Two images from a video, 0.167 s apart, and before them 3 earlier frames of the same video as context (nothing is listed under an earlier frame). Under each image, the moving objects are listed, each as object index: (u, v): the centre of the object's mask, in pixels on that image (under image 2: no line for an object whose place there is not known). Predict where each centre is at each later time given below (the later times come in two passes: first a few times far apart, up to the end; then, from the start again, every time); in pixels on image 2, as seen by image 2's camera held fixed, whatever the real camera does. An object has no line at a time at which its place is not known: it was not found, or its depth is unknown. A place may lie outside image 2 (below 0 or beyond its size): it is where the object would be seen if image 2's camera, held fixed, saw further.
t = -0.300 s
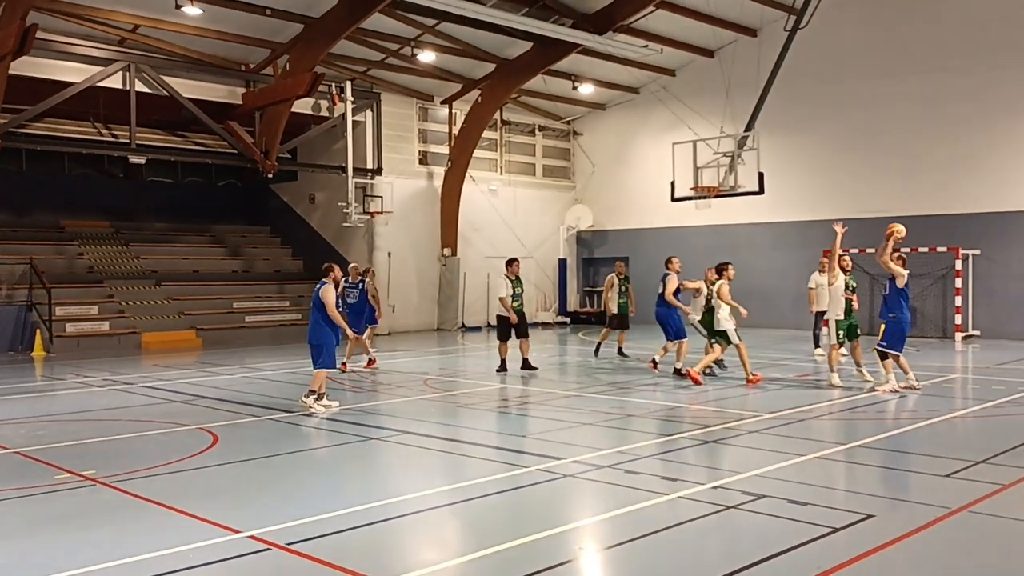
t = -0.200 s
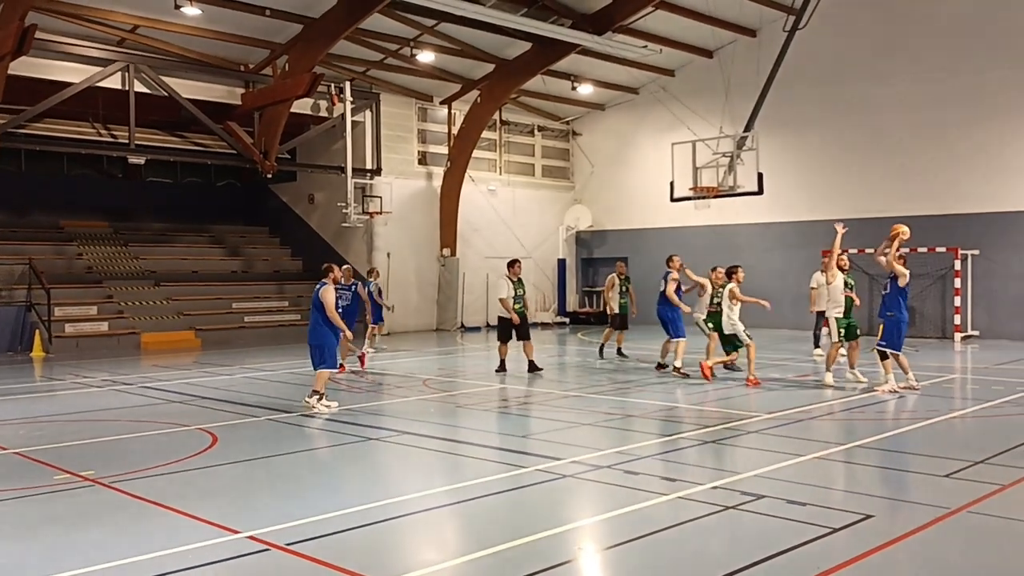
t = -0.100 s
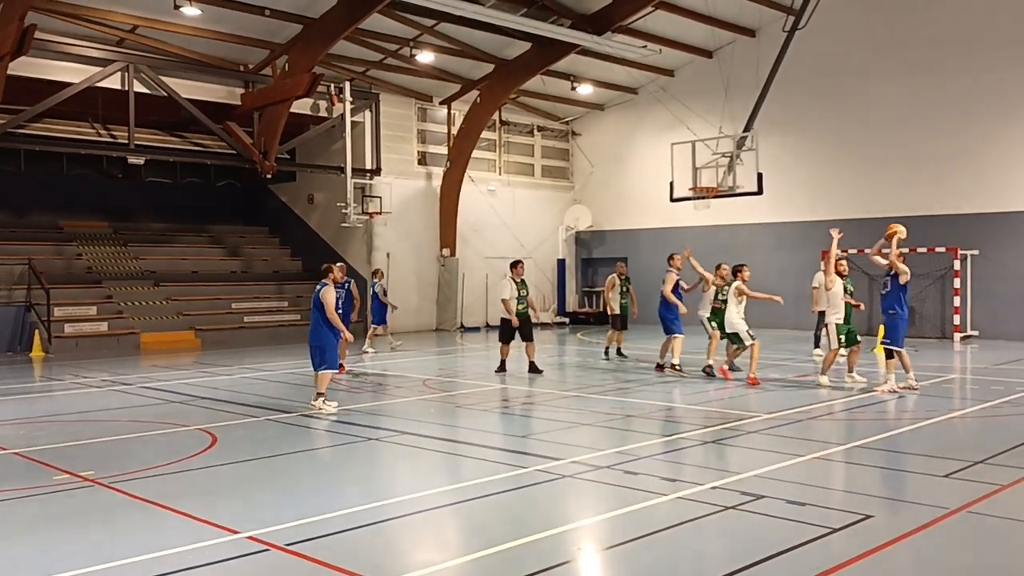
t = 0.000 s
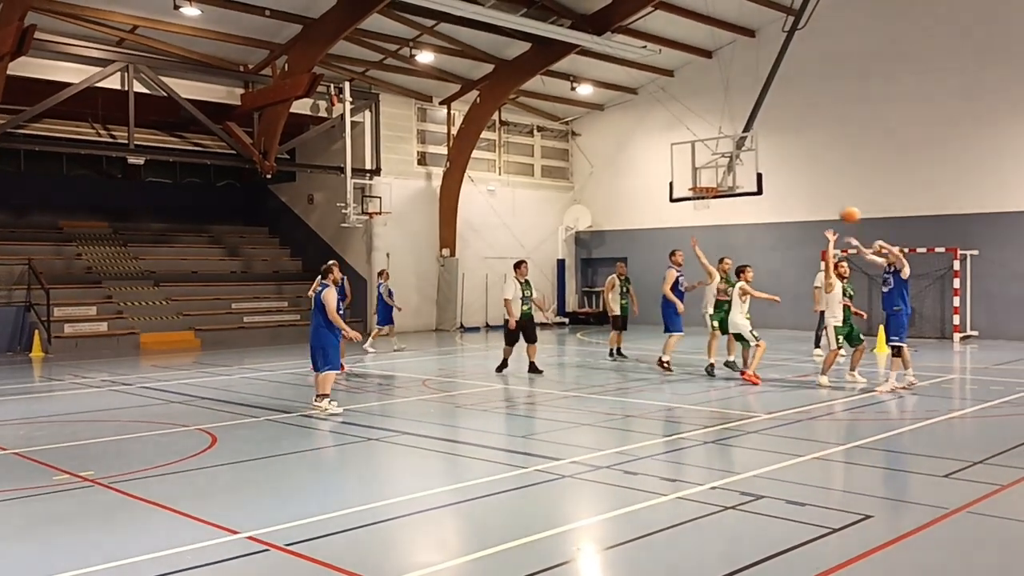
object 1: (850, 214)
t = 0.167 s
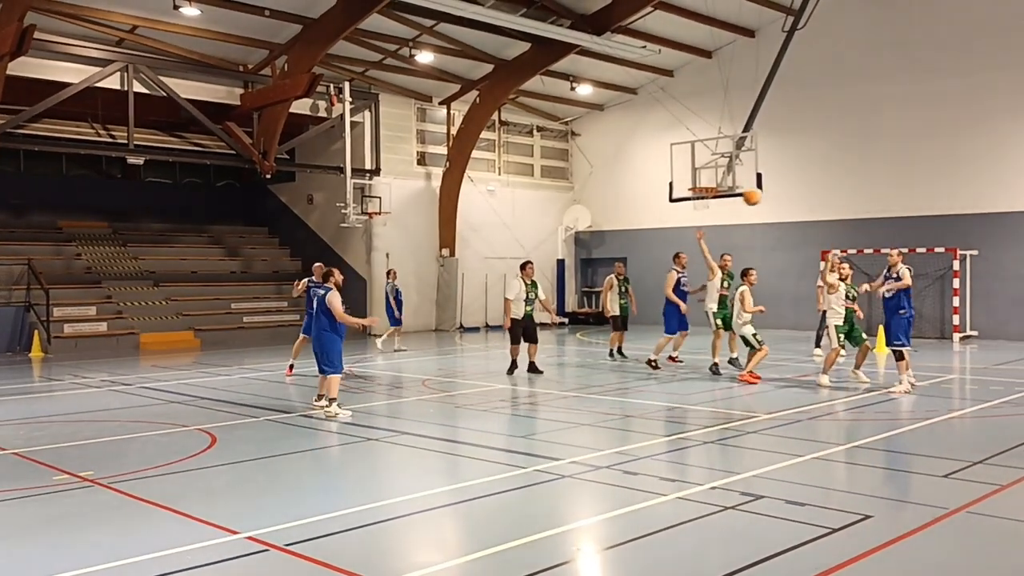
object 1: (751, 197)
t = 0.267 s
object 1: (694, 195)
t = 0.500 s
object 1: (555, 227)
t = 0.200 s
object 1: (733, 195)
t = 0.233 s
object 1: (713, 195)
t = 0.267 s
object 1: (694, 195)
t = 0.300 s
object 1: (673, 197)
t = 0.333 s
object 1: (654, 201)
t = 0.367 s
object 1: (634, 204)
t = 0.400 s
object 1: (615, 208)
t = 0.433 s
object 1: (595, 214)
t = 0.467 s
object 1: (575, 219)
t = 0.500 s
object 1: (555, 227)
